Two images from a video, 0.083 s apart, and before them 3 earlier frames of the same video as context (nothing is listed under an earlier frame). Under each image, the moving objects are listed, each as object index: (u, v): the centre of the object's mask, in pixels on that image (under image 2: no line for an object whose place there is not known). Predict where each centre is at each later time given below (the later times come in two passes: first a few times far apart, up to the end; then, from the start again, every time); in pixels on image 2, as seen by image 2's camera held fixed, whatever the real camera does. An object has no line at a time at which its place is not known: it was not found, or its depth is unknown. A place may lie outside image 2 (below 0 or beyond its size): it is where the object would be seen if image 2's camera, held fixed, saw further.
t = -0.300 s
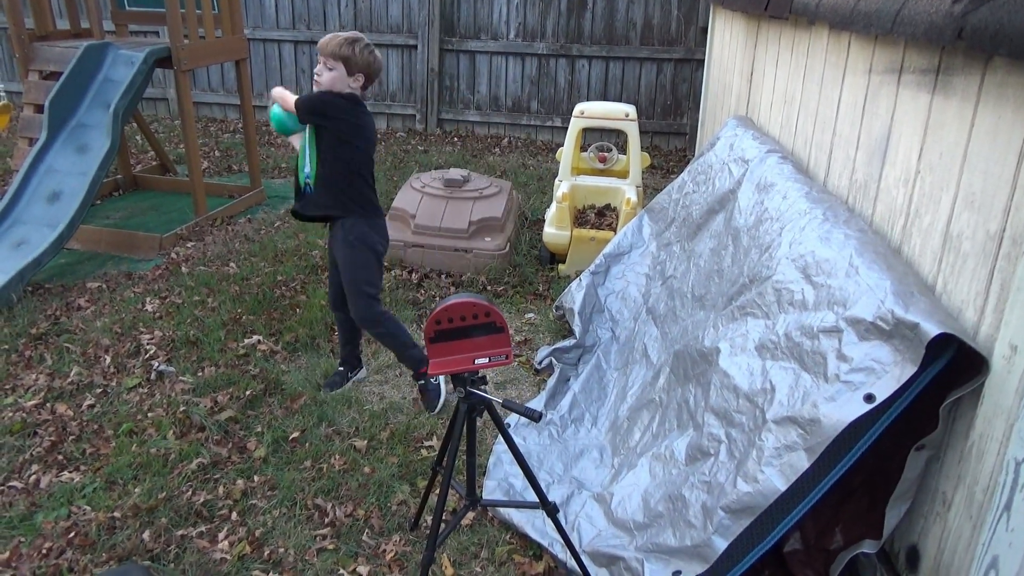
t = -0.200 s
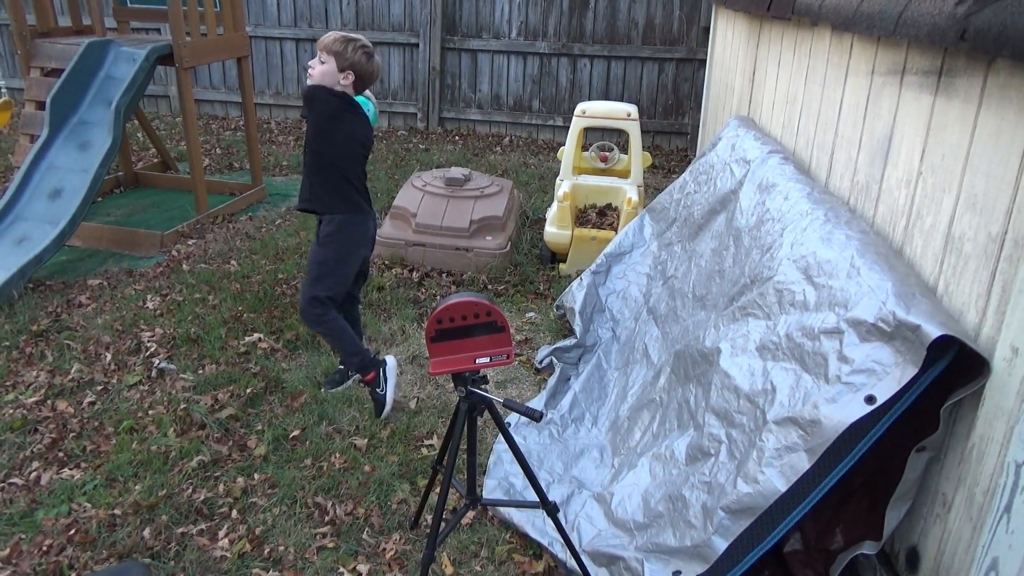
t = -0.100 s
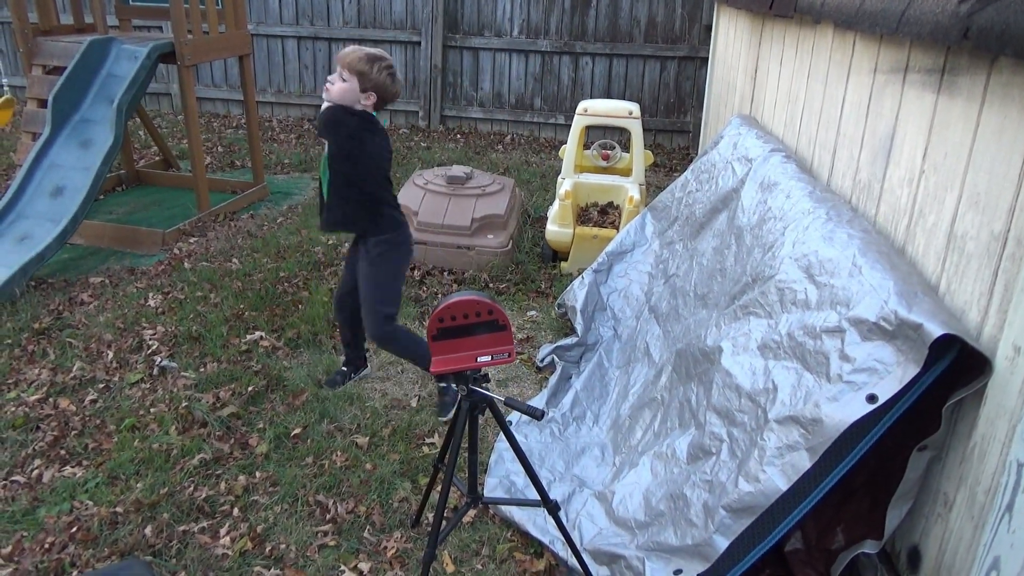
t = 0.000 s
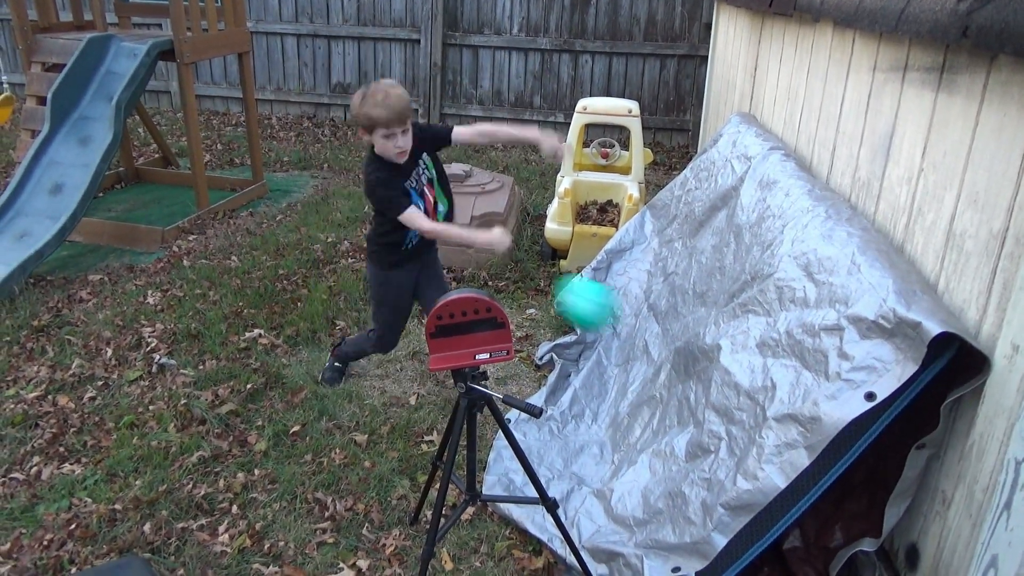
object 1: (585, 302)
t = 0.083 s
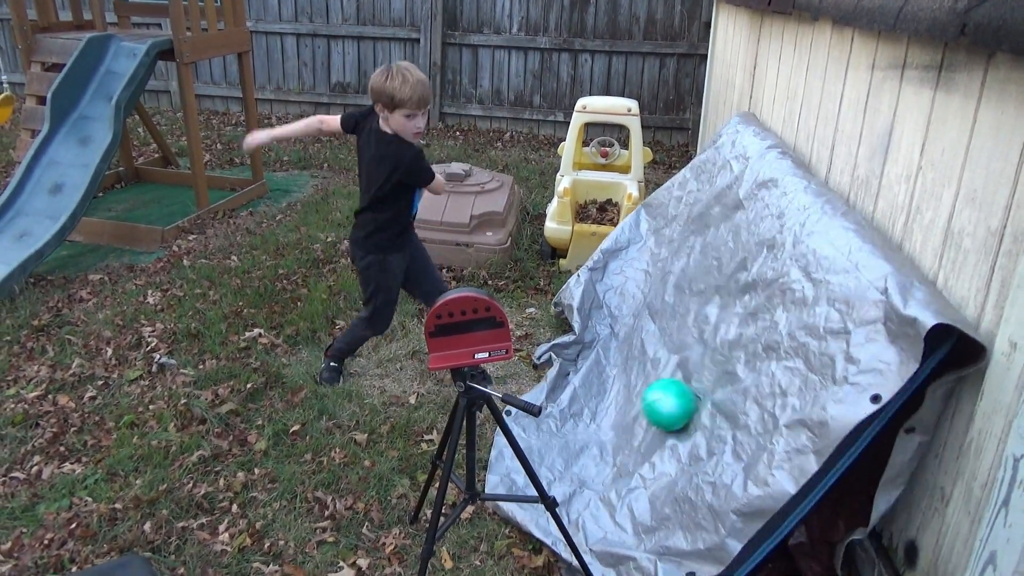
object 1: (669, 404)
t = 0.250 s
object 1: (419, 467)
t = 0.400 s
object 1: (415, 472)
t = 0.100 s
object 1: (635, 418)
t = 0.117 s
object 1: (599, 442)
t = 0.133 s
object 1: (563, 479)
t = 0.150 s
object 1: (529, 479)
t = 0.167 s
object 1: (506, 473)
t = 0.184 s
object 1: (494, 472)
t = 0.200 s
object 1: (479, 471)
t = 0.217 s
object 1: (458, 470)
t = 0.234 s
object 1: (428, 470)
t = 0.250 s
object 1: (419, 467)
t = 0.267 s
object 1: (413, 469)
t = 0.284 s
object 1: (410, 470)
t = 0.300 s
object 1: (409, 470)
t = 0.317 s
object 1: (409, 471)
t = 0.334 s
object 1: (410, 472)
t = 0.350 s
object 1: (412, 472)
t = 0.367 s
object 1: (413, 472)
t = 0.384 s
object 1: (415, 472)
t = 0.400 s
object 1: (415, 472)
